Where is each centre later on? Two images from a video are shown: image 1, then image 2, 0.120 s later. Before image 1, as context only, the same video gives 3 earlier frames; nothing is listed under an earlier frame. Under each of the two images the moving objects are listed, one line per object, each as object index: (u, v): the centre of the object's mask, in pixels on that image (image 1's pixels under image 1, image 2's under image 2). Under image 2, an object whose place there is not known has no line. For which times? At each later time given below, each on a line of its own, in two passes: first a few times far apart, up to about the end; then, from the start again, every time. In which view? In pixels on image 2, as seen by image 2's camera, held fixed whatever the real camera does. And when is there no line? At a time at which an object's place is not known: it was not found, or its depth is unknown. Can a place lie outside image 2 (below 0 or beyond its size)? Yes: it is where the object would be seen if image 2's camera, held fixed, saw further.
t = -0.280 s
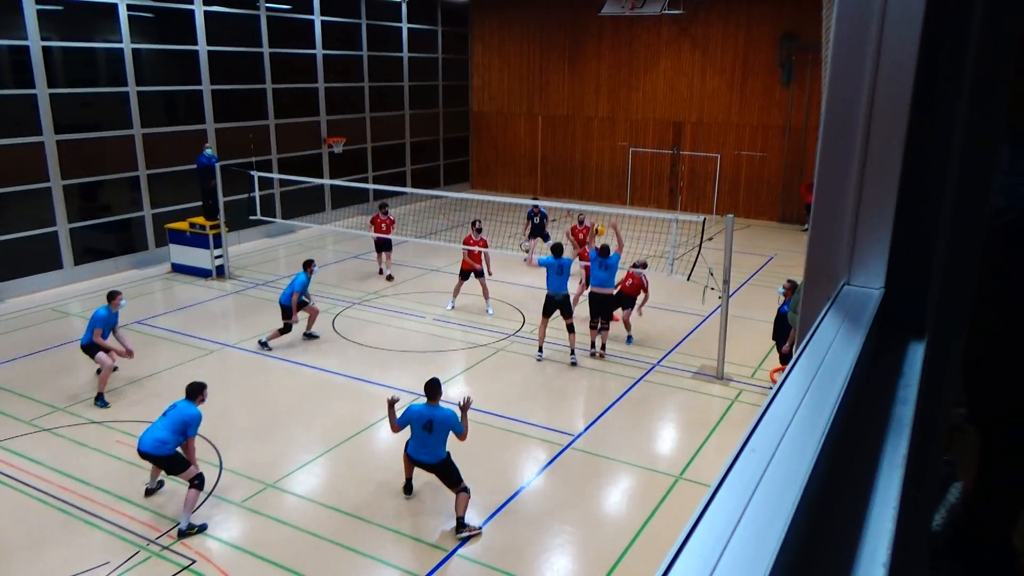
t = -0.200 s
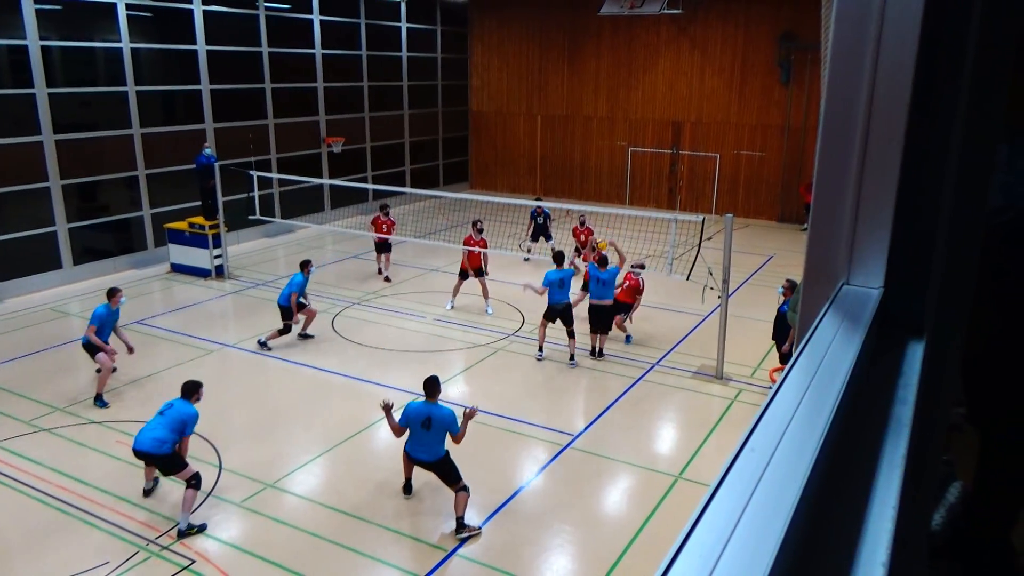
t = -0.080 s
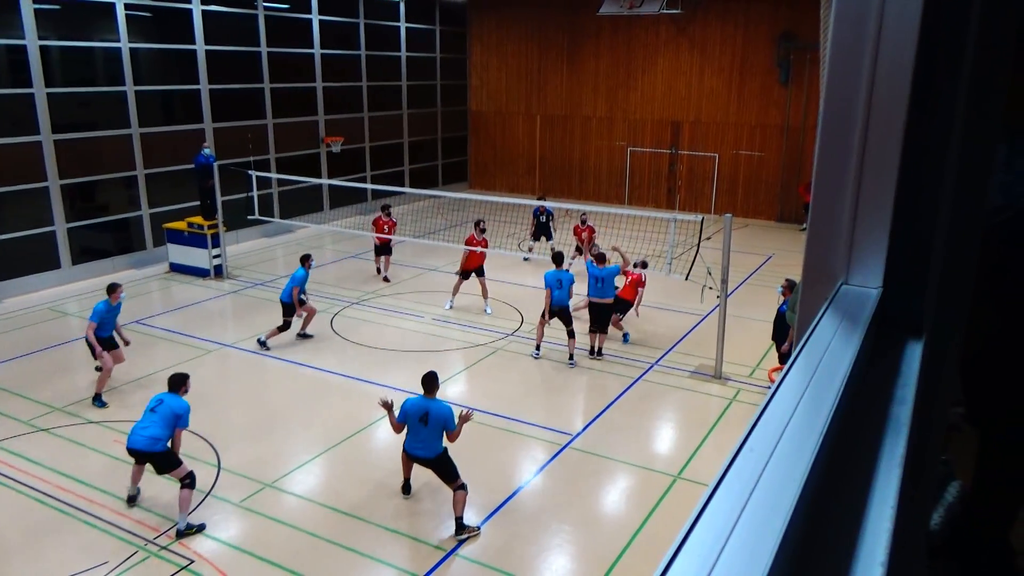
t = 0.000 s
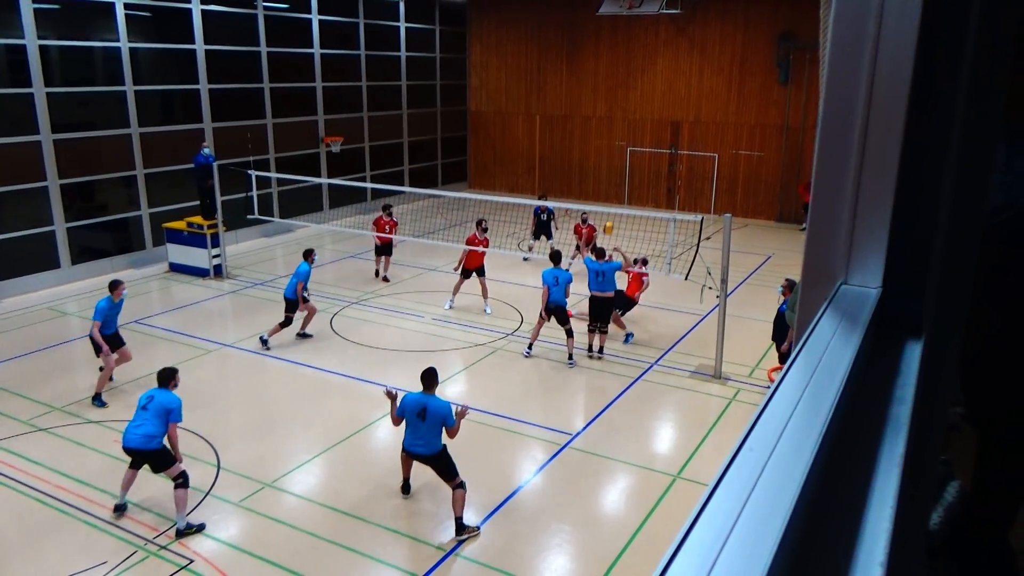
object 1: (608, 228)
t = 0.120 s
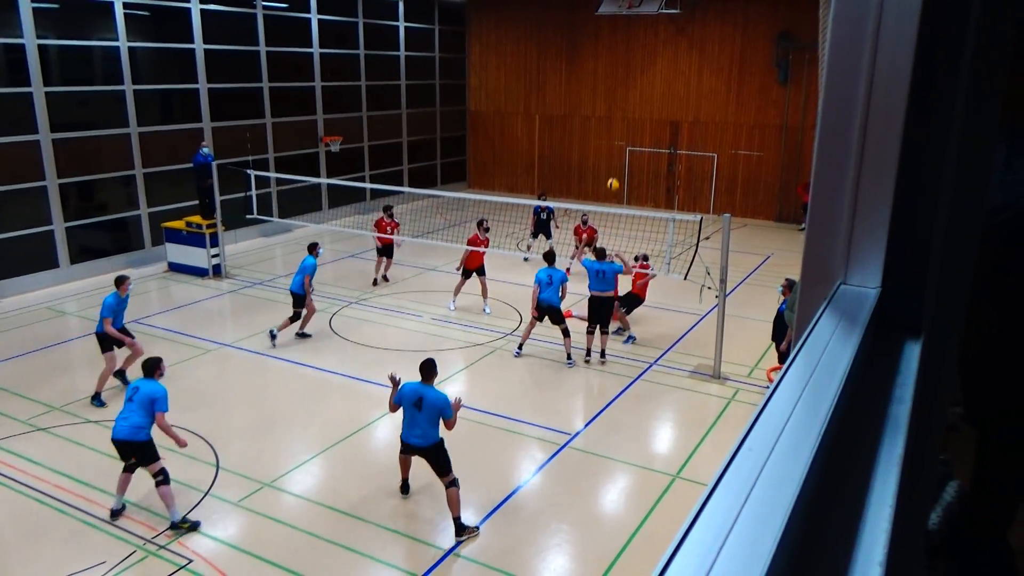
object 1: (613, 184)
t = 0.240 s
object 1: (619, 148)
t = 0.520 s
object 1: (631, 99)
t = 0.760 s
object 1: (639, 92)
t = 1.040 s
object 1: (645, 120)
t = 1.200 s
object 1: (648, 152)
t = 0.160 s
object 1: (615, 172)
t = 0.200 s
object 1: (617, 160)
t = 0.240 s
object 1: (619, 148)
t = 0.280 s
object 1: (621, 138)
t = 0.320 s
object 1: (623, 130)
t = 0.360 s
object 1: (624, 122)
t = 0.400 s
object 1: (626, 115)
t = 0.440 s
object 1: (627, 109)
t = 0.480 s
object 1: (629, 104)
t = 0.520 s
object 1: (631, 99)
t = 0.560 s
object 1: (632, 96)
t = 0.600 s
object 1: (634, 93)
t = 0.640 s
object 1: (635, 92)
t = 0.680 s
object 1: (636, 91)
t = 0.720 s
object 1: (637, 91)
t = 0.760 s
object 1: (639, 92)
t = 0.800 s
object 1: (639, 94)
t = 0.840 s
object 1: (641, 96)
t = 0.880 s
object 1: (642, 99)
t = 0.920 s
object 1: (642, 104)
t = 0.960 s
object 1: (644, 109)
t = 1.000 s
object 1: (644, 114)
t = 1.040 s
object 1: (645, 120)
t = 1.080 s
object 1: (646, 127)
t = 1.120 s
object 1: (646, 135)
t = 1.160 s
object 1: (647, 143)
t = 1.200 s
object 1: (648, 152)
